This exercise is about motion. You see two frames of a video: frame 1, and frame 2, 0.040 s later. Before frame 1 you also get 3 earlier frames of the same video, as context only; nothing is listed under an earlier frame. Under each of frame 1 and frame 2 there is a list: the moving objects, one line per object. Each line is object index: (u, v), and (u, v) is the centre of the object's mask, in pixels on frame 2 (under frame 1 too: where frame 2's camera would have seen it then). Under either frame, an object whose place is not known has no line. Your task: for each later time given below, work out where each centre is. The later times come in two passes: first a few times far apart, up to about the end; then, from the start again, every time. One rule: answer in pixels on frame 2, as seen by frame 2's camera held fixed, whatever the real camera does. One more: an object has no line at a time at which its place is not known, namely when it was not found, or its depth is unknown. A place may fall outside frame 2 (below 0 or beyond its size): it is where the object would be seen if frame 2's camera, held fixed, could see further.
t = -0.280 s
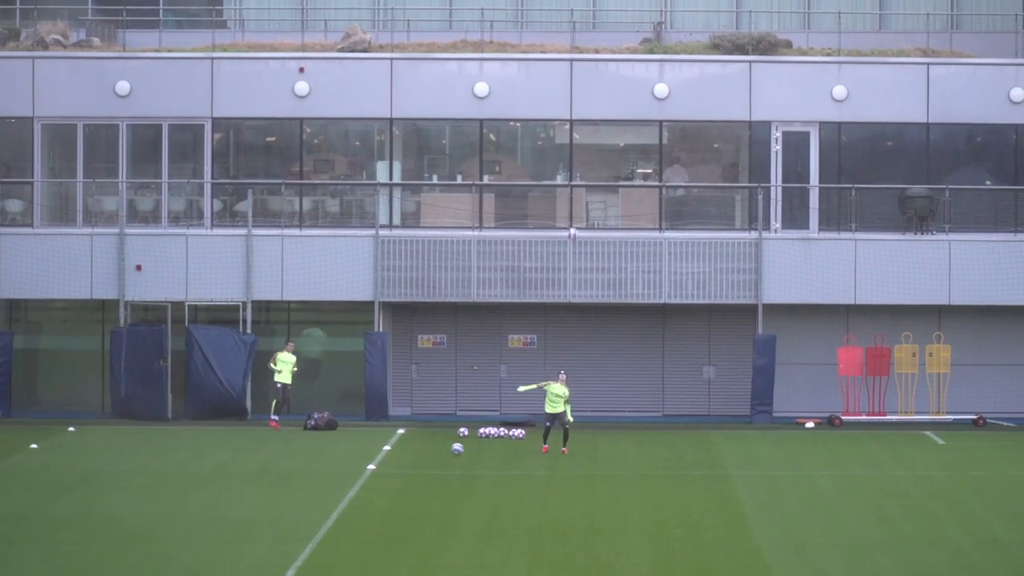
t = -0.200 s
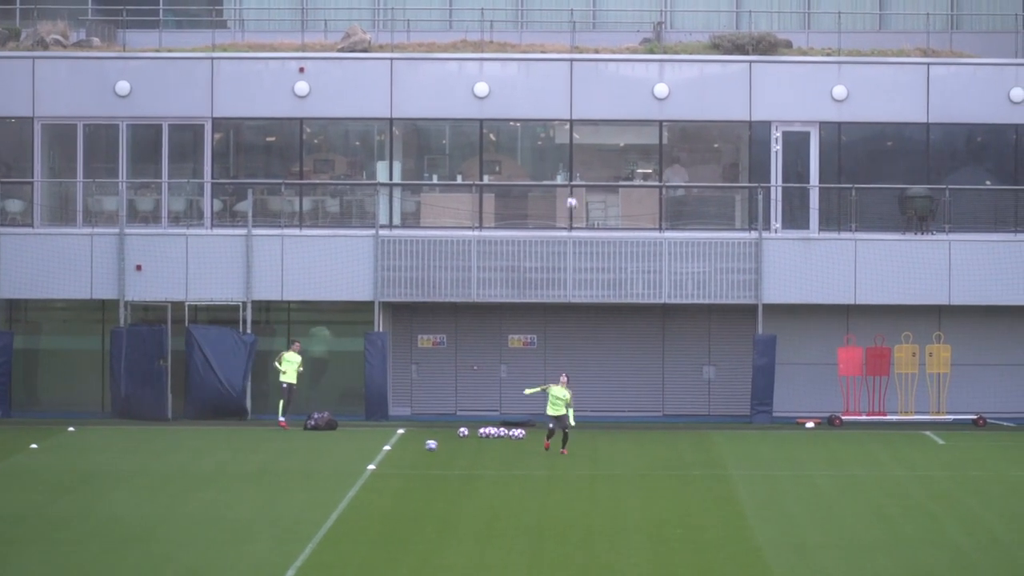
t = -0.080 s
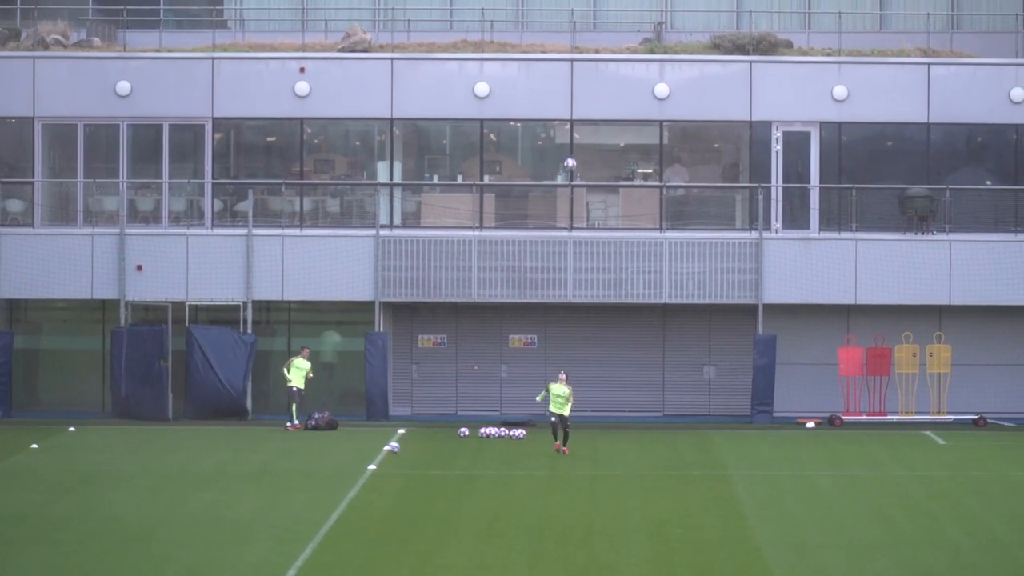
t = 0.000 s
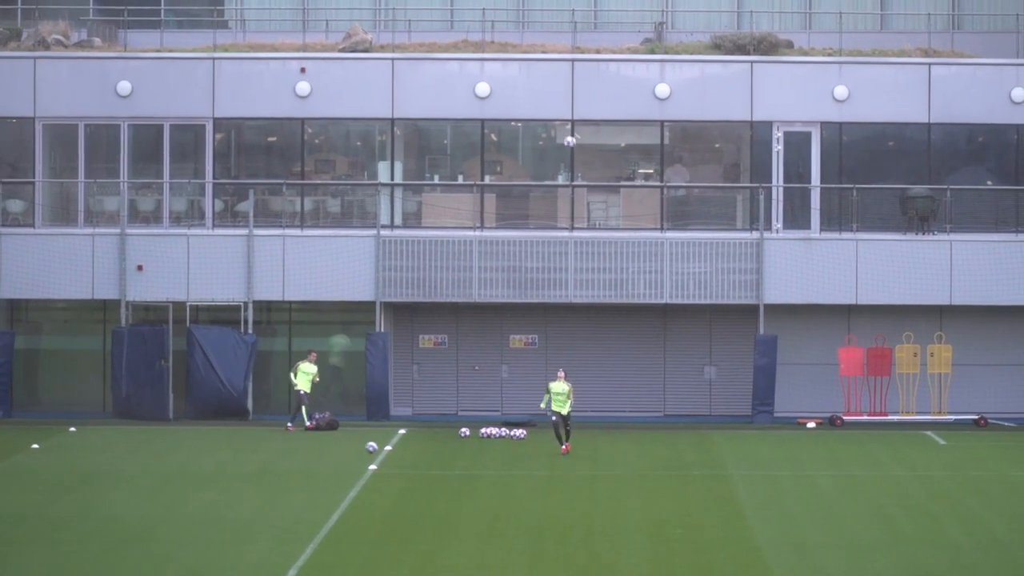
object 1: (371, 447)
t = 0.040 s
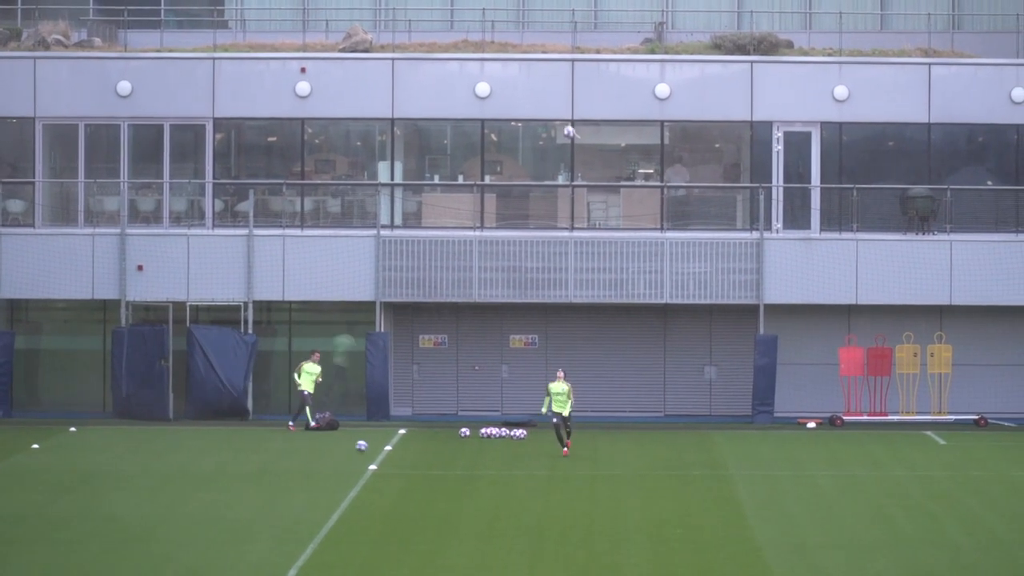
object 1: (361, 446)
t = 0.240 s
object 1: (310, 445)
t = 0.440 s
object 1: (262, 445)
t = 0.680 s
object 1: (209, 443)
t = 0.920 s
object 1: (161, 441)
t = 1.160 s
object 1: (117, 439)
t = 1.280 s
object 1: (96, 439)
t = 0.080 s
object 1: (351, 446)
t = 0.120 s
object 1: (340, 446)
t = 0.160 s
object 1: (330, 447)
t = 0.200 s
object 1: (320, 446)
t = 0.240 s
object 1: (310, 445)
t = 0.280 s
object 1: (299, 445)
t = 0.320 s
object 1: (290, 446)
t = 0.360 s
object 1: (280, 445)
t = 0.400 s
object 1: (271, 445)
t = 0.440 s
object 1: (262, 445)
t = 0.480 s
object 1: (253, 445)
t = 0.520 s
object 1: (244, 444)
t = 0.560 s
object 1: (236, 444)
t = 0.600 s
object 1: (226, 444)
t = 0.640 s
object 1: (218, 443)
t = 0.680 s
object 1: (209, 443)
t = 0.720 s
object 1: (201, 442)
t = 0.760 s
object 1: (193, 442)
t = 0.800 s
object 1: (184, 442)
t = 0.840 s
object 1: (176, 441)
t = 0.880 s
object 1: (169, 441)
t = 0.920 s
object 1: (161, 441)
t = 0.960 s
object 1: (153, 440)
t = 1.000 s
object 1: (146, 441)
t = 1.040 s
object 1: (138, 440)
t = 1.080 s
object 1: (131, 440)
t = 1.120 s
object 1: (124, 440)
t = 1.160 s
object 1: (117, 439)
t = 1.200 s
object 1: (110, 439)
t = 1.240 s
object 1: (103, 439)
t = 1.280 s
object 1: (96, 439)
